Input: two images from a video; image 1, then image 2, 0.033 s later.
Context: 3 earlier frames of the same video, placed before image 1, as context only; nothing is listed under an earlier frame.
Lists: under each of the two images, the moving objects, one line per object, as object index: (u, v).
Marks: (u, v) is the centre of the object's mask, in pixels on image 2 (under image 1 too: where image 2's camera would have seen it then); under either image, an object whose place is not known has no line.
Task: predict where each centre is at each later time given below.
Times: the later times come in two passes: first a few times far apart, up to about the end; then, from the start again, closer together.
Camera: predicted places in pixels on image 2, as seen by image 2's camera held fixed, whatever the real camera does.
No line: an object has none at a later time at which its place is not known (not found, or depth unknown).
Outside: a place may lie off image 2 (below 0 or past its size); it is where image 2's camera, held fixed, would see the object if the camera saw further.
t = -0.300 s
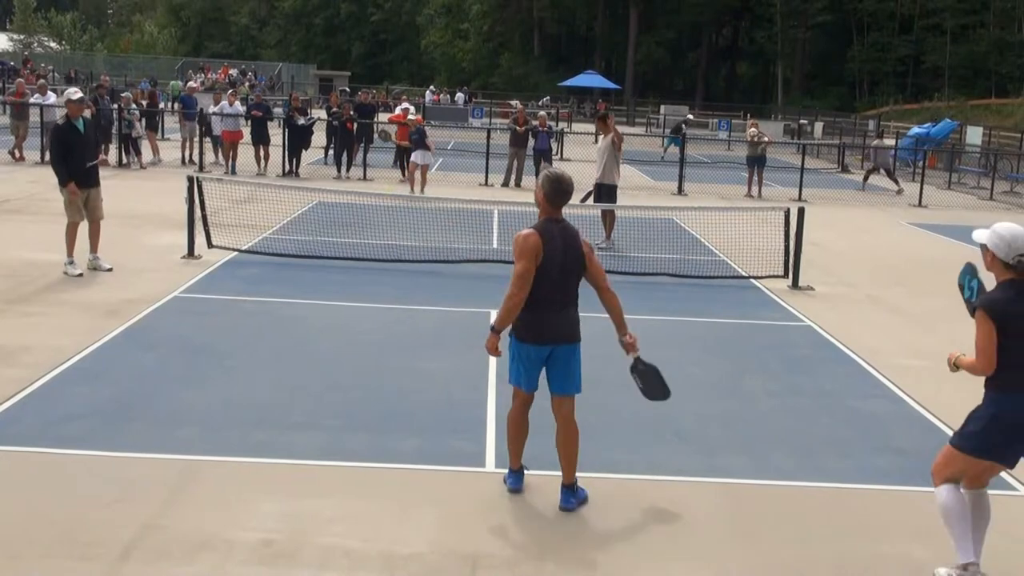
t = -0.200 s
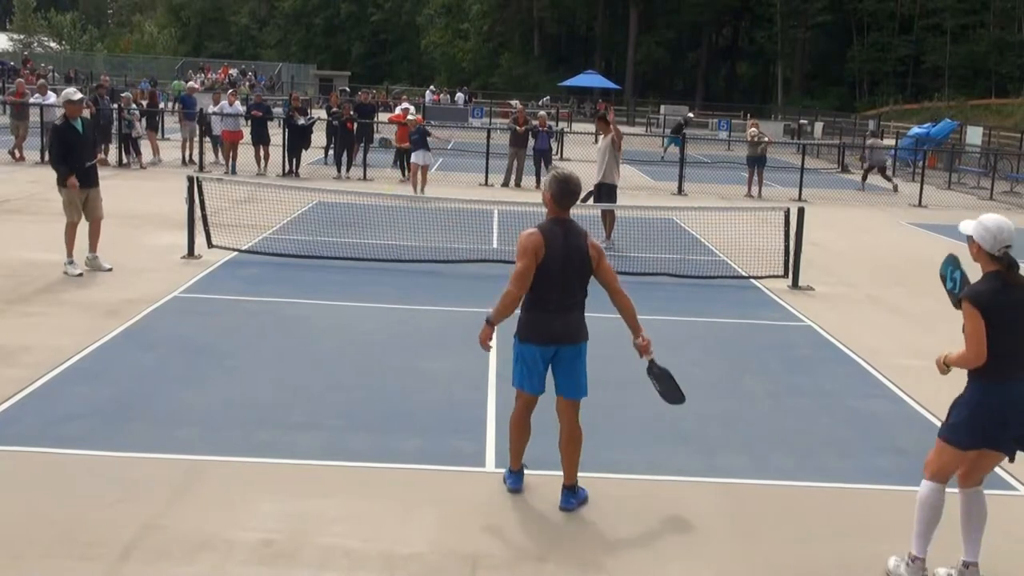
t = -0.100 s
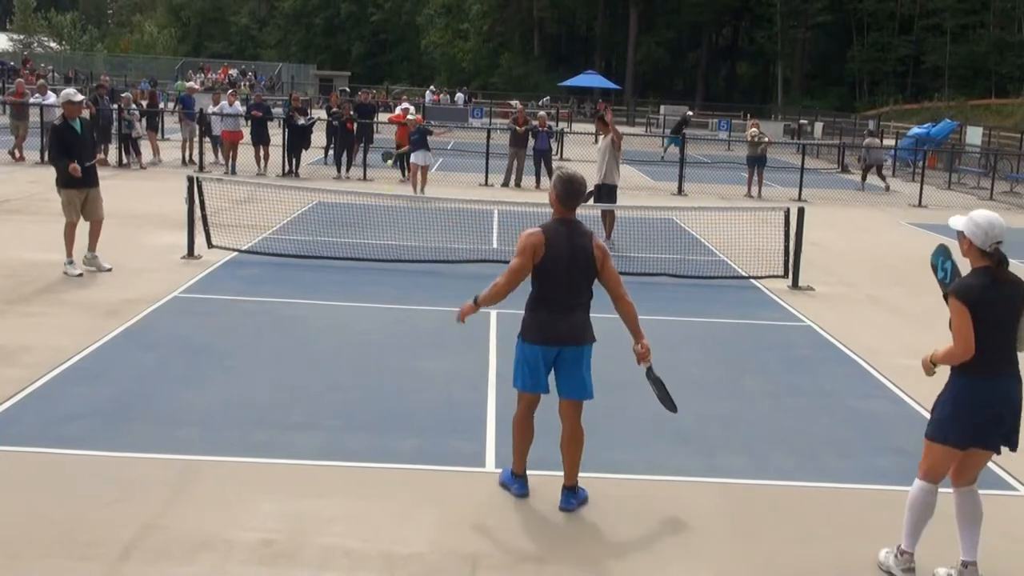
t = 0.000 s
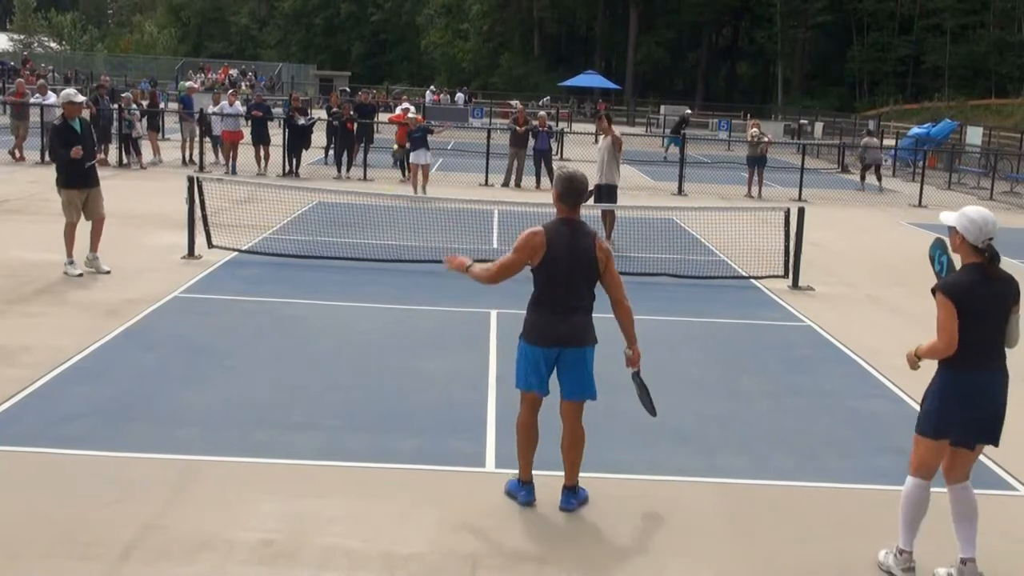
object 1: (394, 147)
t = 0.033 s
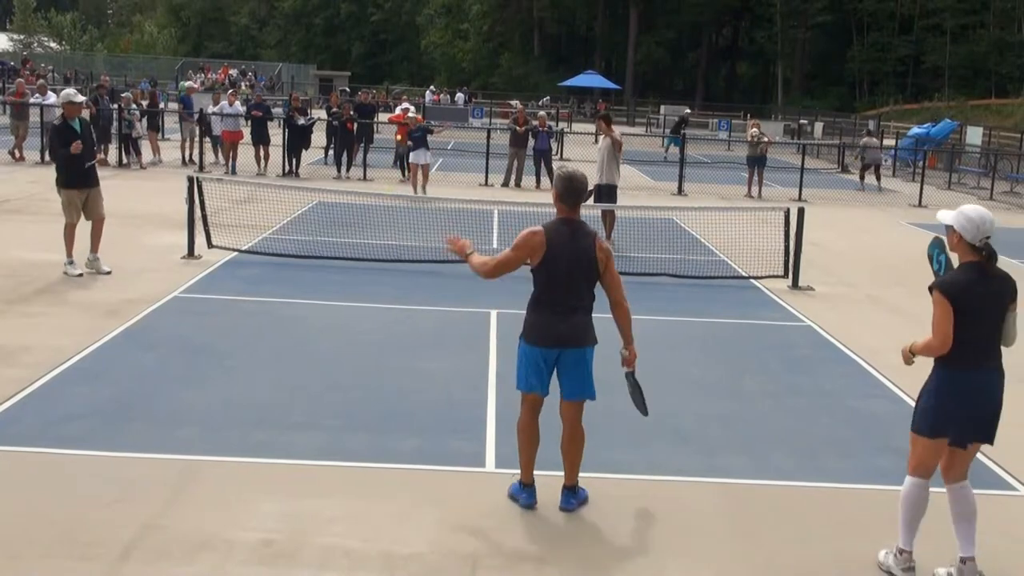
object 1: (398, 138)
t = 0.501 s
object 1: (457, 47)
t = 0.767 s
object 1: (504, 54)
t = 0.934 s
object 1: (543, 93)
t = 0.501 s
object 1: (457, 47)
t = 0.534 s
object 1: (463, 45)
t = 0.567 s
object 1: (468, 44)
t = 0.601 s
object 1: (474, 43)
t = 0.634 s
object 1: (479, 43)
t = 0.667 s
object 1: (485, 44)
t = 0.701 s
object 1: (492, 47)
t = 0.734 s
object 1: (498, 50)
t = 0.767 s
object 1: (504, 54)
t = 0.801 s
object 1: (511, 59)
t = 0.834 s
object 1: (518, 66)
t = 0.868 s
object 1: (526, 74)
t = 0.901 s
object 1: (534, 83)
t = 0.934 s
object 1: (543, 93)
